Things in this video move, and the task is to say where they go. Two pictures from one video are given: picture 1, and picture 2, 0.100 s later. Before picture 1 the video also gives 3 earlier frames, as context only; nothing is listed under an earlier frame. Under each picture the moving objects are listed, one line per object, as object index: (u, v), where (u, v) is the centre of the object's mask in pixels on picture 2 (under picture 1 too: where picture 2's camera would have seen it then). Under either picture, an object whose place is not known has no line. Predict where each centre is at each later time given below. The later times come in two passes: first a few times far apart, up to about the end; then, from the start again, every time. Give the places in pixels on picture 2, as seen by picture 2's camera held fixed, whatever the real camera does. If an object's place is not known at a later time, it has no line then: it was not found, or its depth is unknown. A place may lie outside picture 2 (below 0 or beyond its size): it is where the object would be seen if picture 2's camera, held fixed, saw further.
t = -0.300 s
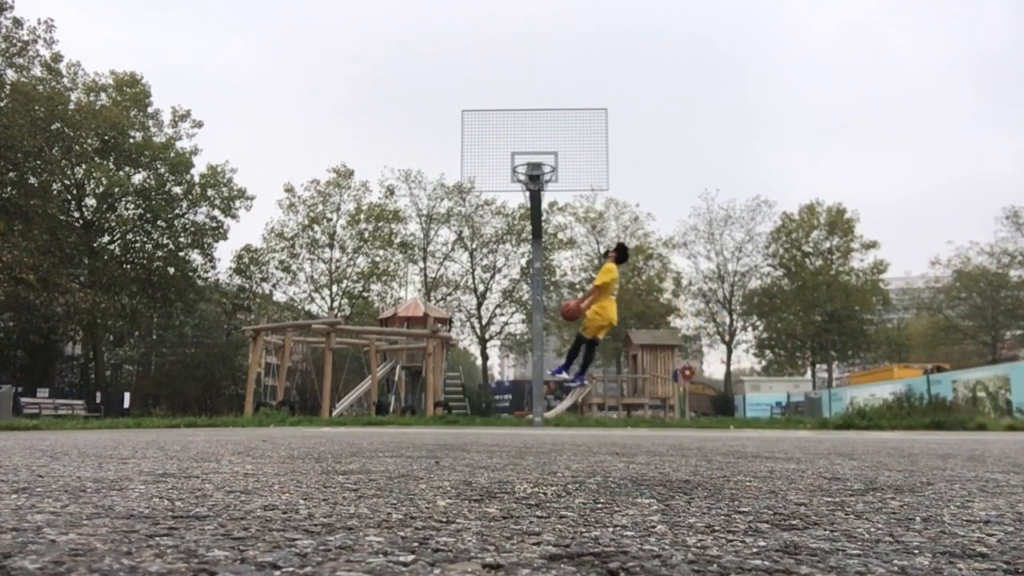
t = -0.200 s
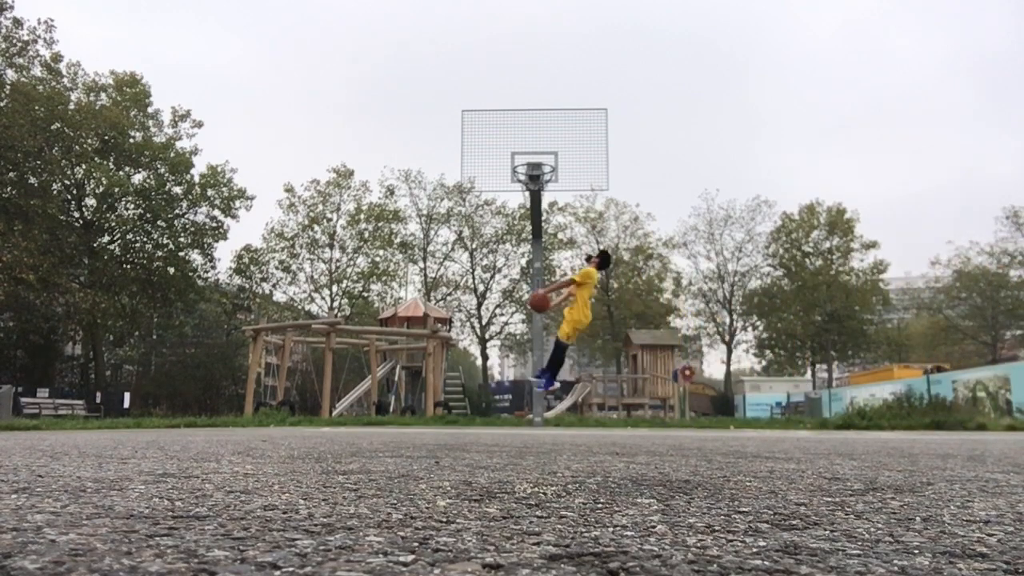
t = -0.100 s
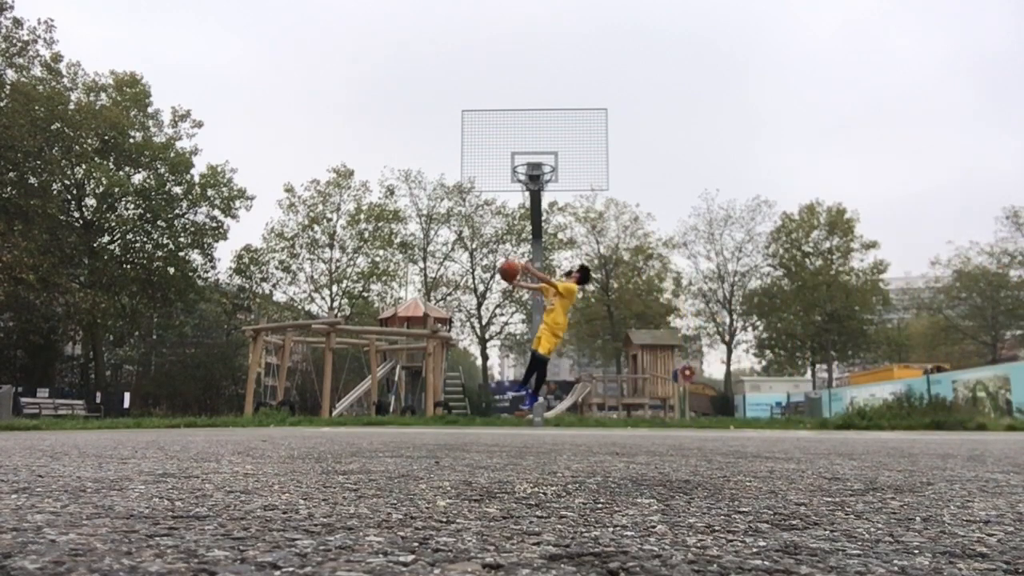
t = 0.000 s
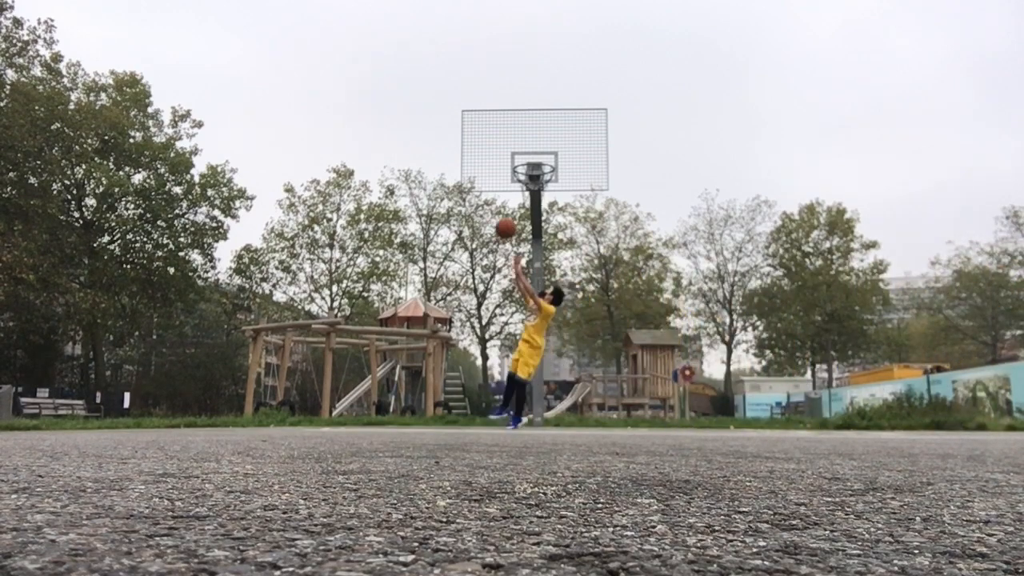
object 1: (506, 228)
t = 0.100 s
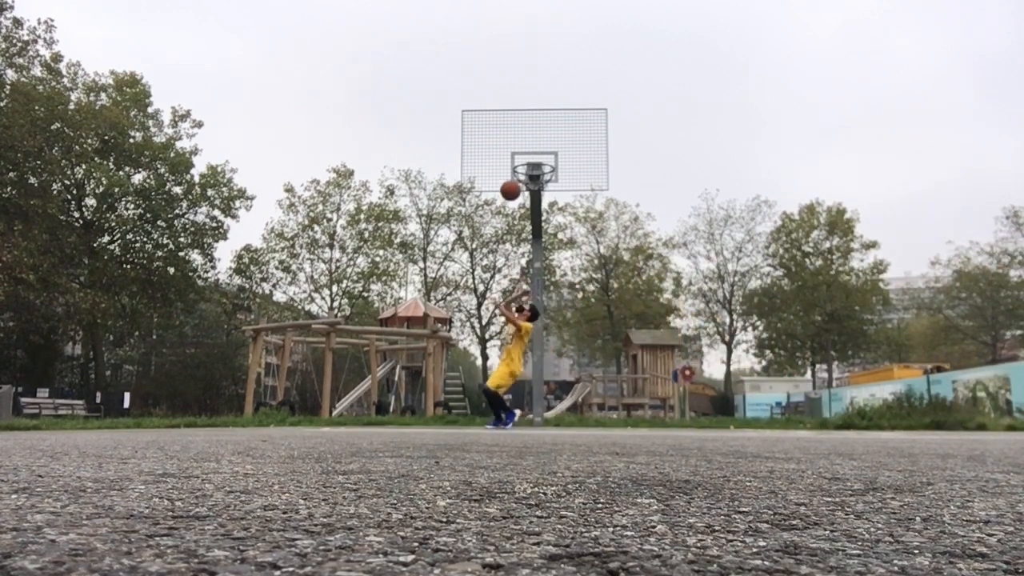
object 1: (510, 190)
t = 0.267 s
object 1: (518, 147)
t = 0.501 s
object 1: (528, 125)
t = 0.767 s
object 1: (540, 153)
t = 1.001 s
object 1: (552, 226)
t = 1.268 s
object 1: (567, 368)
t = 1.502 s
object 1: (563, 349)
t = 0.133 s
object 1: (512, 180)
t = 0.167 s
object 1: (513, 170)
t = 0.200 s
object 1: (515, 162)
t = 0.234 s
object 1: (516, 154)
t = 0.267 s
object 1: (518, 147)
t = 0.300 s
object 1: (520, 141)
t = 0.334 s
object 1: (521, 136)
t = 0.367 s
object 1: (522, 132)
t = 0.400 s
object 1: (524, 129)
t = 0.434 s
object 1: (525, 127)
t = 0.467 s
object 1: (527, 125)
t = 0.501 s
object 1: (528, 125)
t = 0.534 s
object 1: (530, 125)
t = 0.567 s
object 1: (531, 126)
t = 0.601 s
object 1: (533, 129)
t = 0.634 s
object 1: (534, 132)
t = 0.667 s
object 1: (536, 136)
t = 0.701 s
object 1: (537, 141)
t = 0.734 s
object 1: (539, 146)
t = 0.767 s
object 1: (540, 153)
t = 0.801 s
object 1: (542, 161)
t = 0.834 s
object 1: (543, 169)
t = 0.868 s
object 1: (545, 178)
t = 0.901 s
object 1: (547, 189)
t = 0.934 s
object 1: (548, 201)
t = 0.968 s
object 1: (550, 213)
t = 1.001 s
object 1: (552, 226)
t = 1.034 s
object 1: (554, 240)
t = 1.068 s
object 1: (555, 256)
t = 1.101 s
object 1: (557, 272)
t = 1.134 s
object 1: (559, 289)
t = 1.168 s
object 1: (561, 307)
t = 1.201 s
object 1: (563, 326)
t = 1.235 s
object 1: (565, 347)
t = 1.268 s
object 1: (567, 368)
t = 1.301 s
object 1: (569, 391)
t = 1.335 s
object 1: (572, 415)
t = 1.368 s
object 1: (571, 409)
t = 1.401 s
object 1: (568, 392)
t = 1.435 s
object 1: (566, 376)
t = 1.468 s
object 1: (565, 362)
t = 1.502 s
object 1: (563, 349)
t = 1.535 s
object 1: (560, 337)
